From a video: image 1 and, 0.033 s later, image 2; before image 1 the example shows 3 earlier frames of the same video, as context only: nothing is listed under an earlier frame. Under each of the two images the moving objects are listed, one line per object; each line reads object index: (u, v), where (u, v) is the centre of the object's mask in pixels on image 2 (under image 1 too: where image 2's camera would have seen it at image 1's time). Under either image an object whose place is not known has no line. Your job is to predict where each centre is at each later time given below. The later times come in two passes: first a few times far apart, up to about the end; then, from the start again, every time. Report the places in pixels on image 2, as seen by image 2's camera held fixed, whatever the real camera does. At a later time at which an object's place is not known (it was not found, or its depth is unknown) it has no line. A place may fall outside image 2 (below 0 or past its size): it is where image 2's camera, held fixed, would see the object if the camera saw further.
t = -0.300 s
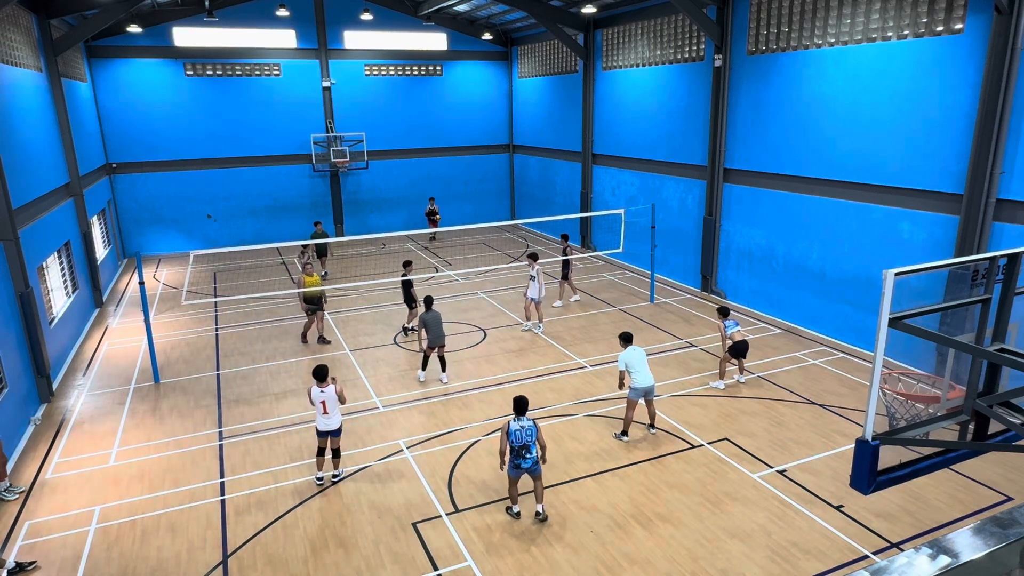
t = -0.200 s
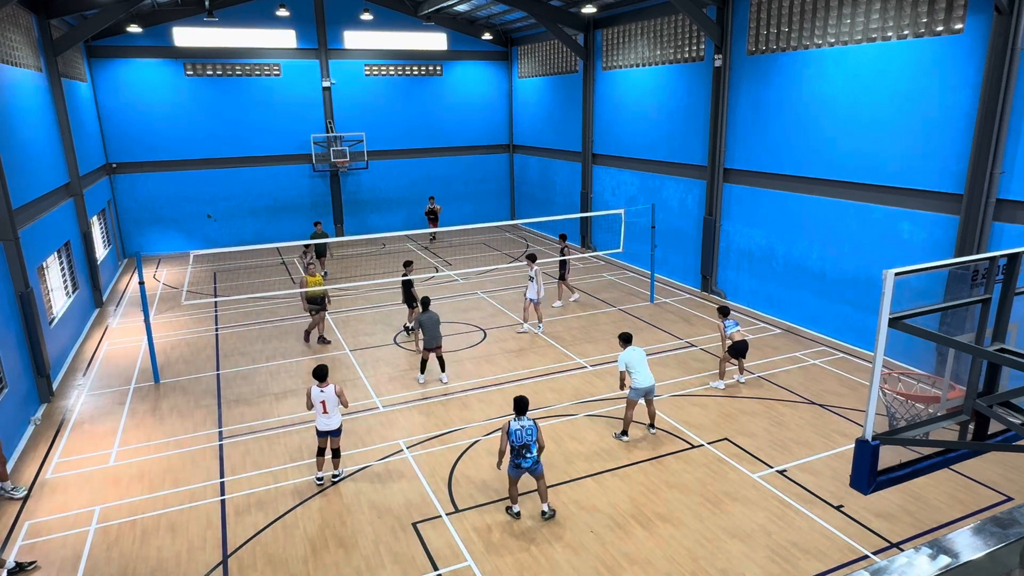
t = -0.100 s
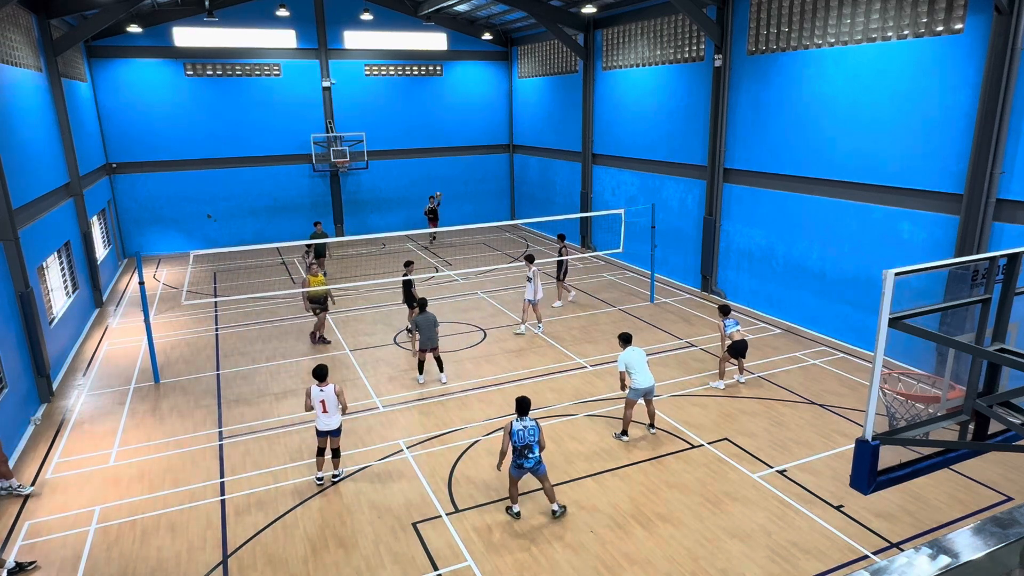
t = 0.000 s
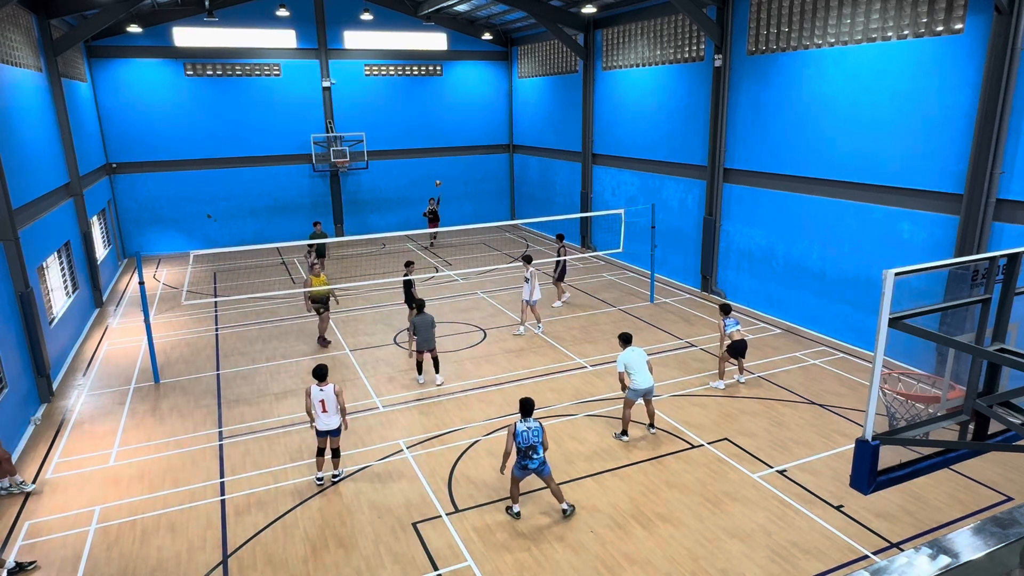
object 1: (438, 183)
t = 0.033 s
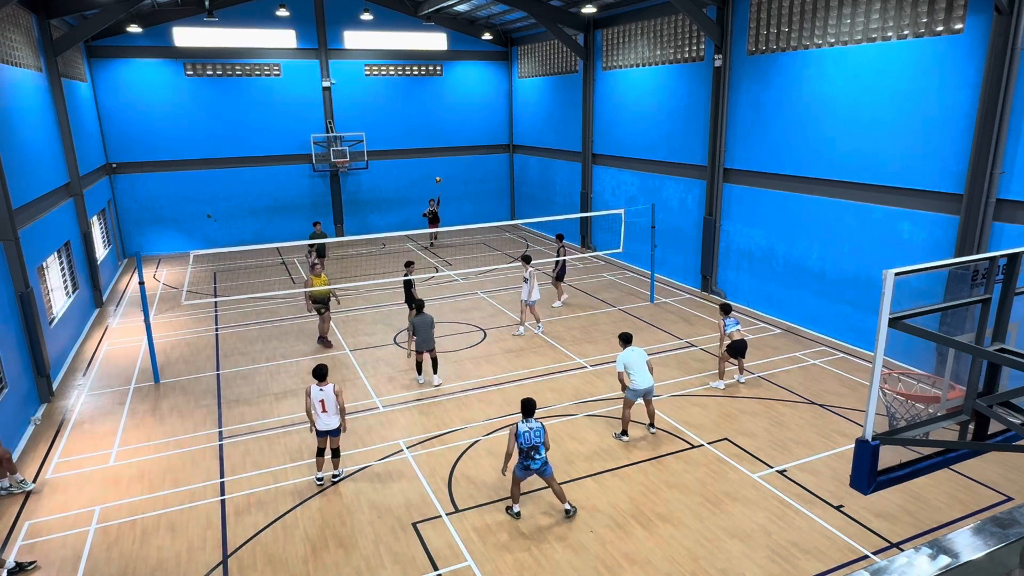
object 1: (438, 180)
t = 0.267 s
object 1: (438, 165)
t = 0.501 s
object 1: (438, 167)
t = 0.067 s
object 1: (438, 177)
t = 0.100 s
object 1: (438, 174)
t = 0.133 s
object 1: (438, 172)
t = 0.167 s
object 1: (438, 170)
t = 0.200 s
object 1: (438, 168)
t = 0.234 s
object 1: (438, 166)
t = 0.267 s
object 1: (438, 165)
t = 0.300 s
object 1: (438, 165)
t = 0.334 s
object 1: (438, 164)
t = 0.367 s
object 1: (438, 164)
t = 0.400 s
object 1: (438, 164)
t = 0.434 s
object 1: (438, 165)
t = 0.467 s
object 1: (438, 166)
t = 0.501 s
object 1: (438, 167)
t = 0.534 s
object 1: (439, 168)
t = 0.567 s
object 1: (439, 170)
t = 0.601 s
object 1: (439, 172)
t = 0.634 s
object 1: (439, 175)
